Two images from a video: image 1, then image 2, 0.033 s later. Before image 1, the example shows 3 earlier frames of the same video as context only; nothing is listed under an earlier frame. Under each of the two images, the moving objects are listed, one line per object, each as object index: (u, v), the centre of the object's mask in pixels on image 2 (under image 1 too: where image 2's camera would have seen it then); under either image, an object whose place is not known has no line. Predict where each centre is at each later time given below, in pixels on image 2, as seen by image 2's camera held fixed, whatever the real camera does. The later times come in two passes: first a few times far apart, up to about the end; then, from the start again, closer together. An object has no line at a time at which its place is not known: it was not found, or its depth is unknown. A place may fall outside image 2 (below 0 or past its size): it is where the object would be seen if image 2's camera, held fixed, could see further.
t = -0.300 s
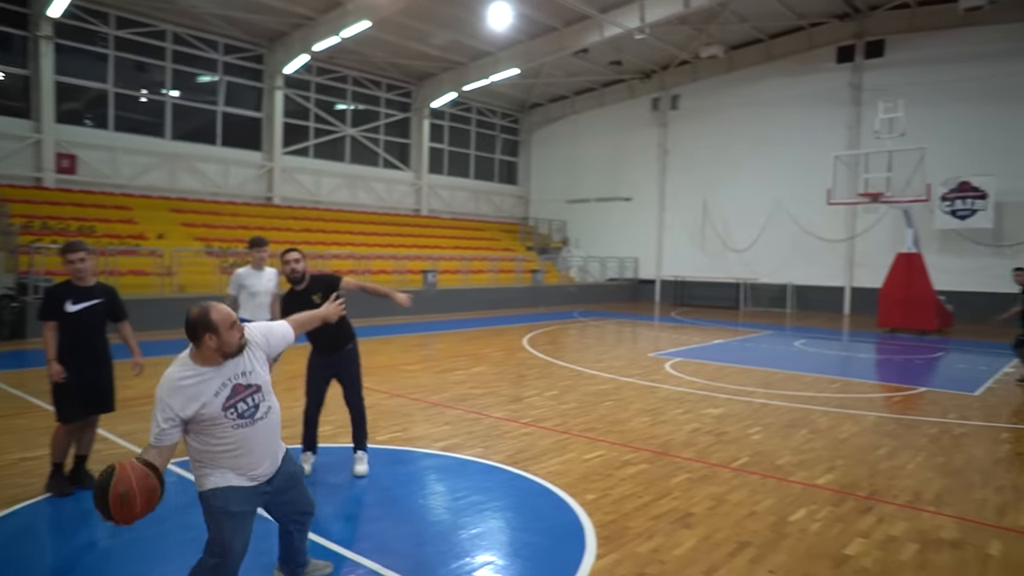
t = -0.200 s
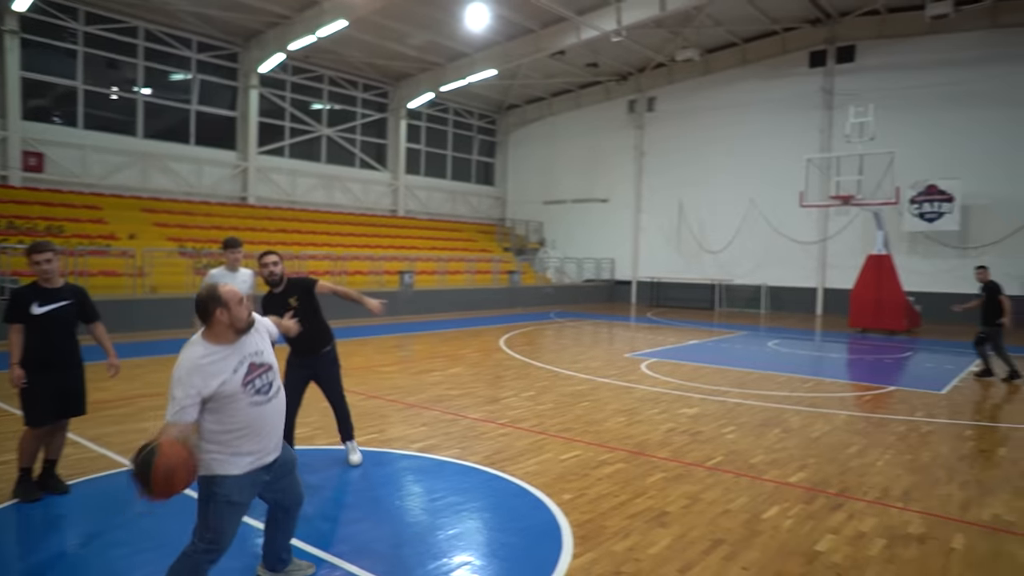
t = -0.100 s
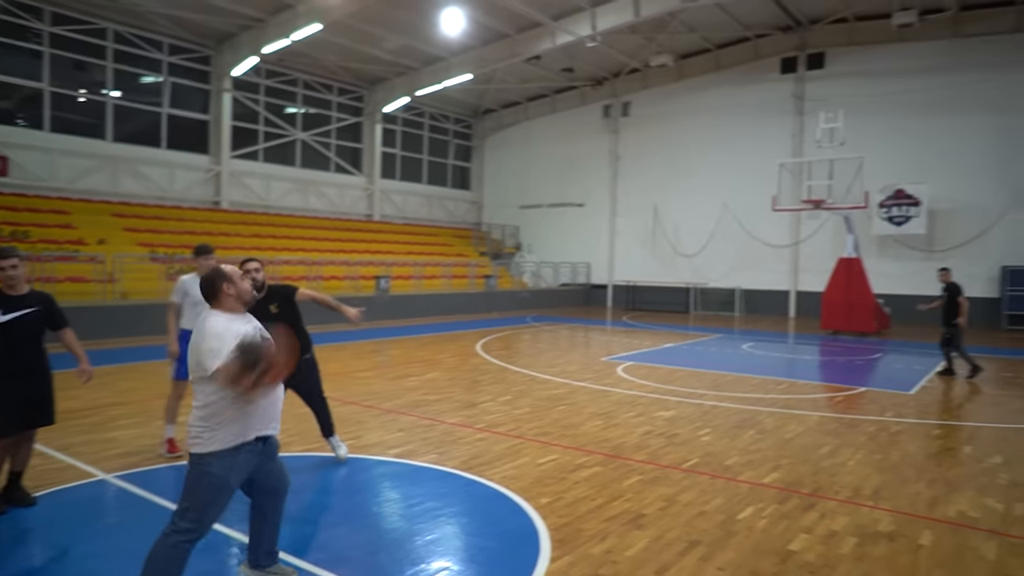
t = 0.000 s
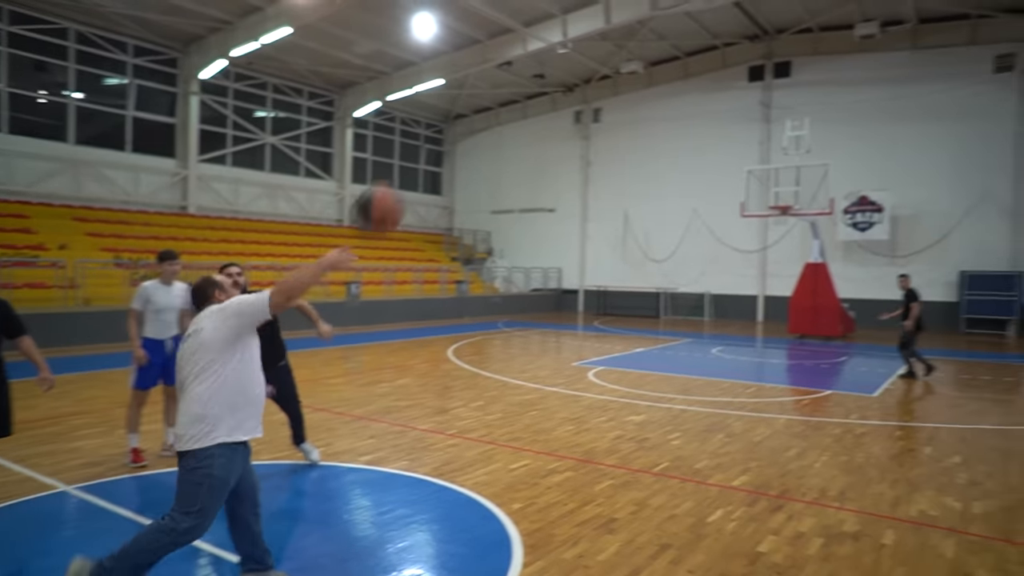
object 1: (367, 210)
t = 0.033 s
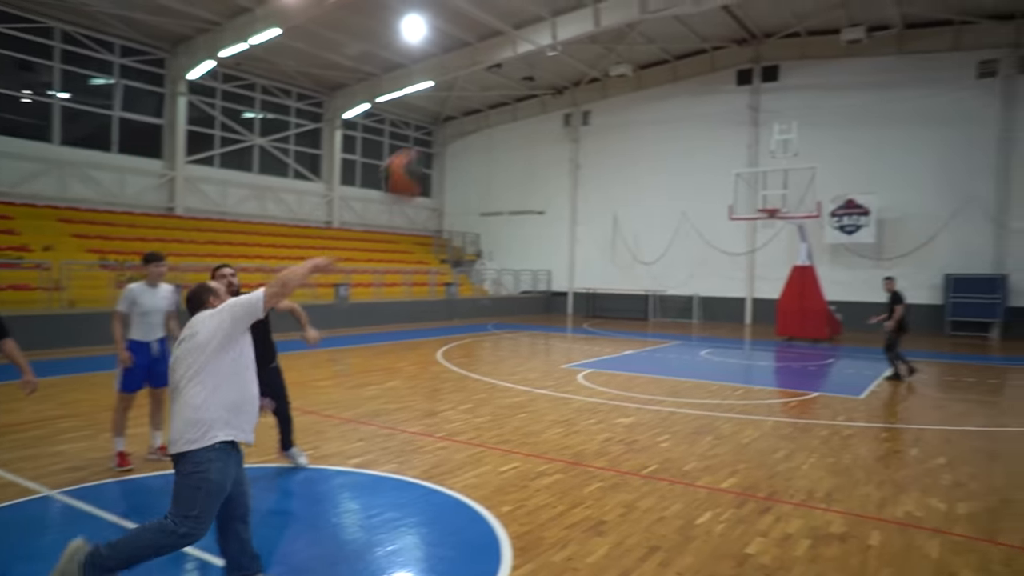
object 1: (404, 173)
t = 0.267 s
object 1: (557, 60)
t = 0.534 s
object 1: (638, 54)
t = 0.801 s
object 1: (689, 90)
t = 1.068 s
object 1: (721, 153)
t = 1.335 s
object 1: (743, 229)
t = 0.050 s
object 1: (420, 162)
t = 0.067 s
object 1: (435, 146)
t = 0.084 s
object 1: (449, 133)
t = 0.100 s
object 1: (461, 124)
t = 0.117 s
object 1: (471, 114)
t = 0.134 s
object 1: (486, 105)
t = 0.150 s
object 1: (496, 96)
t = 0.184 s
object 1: (517, 84)
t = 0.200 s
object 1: (526, 78)
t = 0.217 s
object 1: (534, 73)
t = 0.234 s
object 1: (542, 68)
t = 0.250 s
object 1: (550, 64)
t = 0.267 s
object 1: (557, 60)
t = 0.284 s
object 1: (564, 57)
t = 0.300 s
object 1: (571, 56)
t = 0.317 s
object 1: (577, 54)
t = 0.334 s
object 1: (583, 52)
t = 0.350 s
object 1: (589, 50)
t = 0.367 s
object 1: (594, 48)
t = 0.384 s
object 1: (600, 48)
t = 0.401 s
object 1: (605, 47)
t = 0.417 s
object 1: (609, 47)
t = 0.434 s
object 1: (615, 47)
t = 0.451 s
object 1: (619, 47)
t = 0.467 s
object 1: (624, 47)
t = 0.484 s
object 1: (628, 48)
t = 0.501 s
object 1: (632, 49)
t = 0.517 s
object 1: (635, 53)
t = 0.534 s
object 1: (638, 54)
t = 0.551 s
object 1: (643, 55)
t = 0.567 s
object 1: (648, 55)
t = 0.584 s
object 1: (653, 56)
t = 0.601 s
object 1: (655, 58)
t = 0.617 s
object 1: (658, 59)
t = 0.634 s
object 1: (661, 61)
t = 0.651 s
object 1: (664, 64)
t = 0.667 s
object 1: (667, 66)
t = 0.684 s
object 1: (669, 70)
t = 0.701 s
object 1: (672, 73)
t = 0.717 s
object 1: (675, 75)
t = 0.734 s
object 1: (678, 78)
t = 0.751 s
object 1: (681, 81)
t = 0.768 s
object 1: (684, 86)
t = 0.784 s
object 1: (687, 89)
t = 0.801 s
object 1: (689, 90)
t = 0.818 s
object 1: (691, 93)
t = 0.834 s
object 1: (693, 97)
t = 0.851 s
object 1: (696, 101)
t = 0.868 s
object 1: (698, 104)
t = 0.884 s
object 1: (700, 109)
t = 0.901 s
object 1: (702, 113)
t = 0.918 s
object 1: (704, 116)
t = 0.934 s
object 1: (706, 120)
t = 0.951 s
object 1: (708, 124)
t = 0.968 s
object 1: (710, 128)
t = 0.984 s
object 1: (712, 132)
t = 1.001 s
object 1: (713, 136)
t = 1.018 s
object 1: (715, 141)
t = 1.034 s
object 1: (717, 144)
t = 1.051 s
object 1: (719, 149)
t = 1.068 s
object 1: (721, 153)
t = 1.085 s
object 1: (722, 157)
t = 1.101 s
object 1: (724, 162)
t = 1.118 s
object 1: (725, 166)
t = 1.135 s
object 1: (727, 171)
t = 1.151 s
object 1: (728, 176)
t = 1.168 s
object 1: (730, 180)
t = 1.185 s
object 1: (731, 185)
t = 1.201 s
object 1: (732, 189)
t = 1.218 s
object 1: (734, 195)
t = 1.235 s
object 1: (735, 199)
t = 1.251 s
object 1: (736, 204)
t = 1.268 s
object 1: (737, 209)
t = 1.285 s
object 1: (739, 214)
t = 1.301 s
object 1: (740, 219)
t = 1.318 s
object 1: (741, 224)
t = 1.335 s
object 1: (743, 229)
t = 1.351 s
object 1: (744, 234)
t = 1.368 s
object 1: (745, 239)
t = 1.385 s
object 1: (746, 245)
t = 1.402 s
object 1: (747, 249)
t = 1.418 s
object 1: (749, 254)
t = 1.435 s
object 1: (750, 260)
